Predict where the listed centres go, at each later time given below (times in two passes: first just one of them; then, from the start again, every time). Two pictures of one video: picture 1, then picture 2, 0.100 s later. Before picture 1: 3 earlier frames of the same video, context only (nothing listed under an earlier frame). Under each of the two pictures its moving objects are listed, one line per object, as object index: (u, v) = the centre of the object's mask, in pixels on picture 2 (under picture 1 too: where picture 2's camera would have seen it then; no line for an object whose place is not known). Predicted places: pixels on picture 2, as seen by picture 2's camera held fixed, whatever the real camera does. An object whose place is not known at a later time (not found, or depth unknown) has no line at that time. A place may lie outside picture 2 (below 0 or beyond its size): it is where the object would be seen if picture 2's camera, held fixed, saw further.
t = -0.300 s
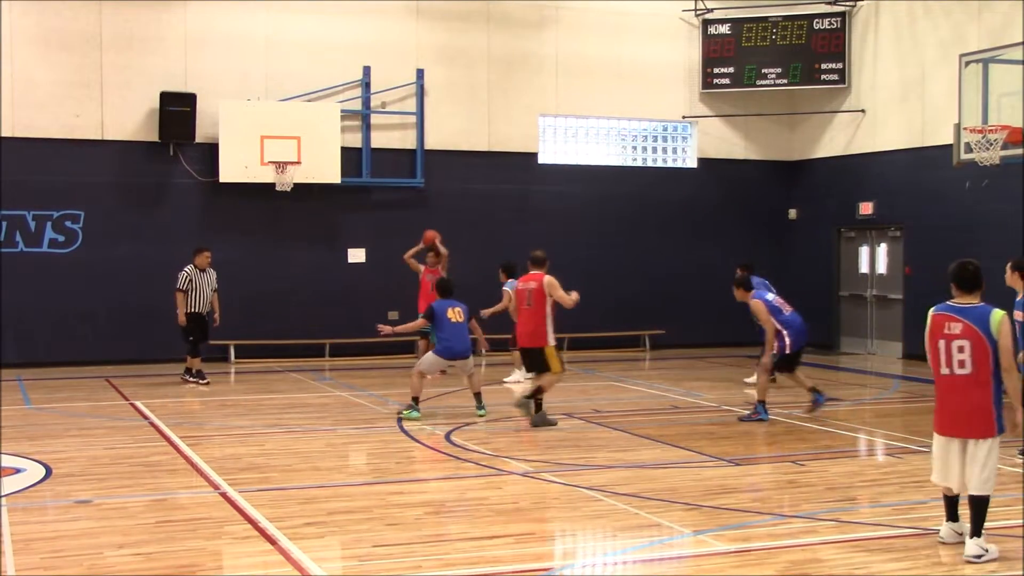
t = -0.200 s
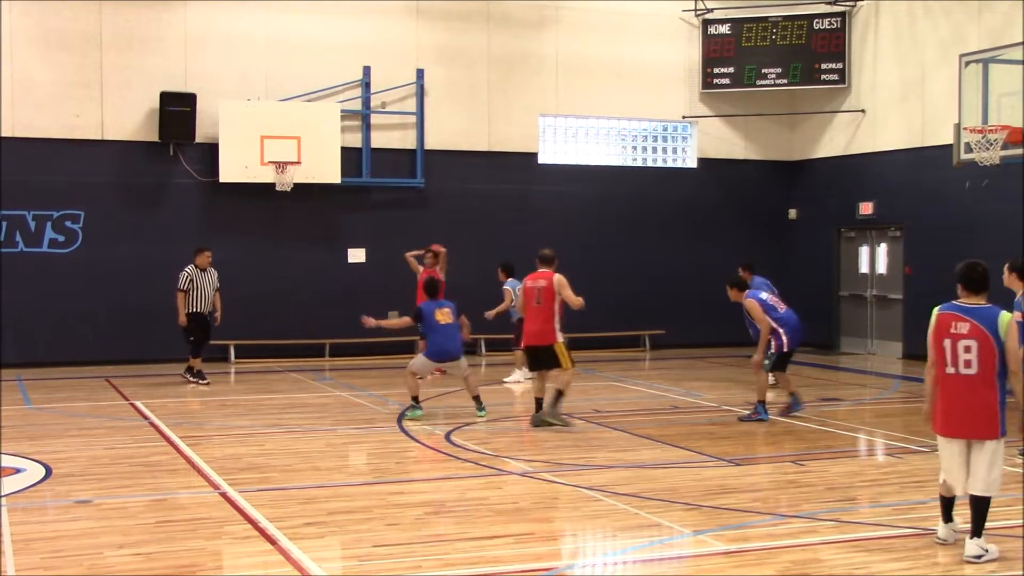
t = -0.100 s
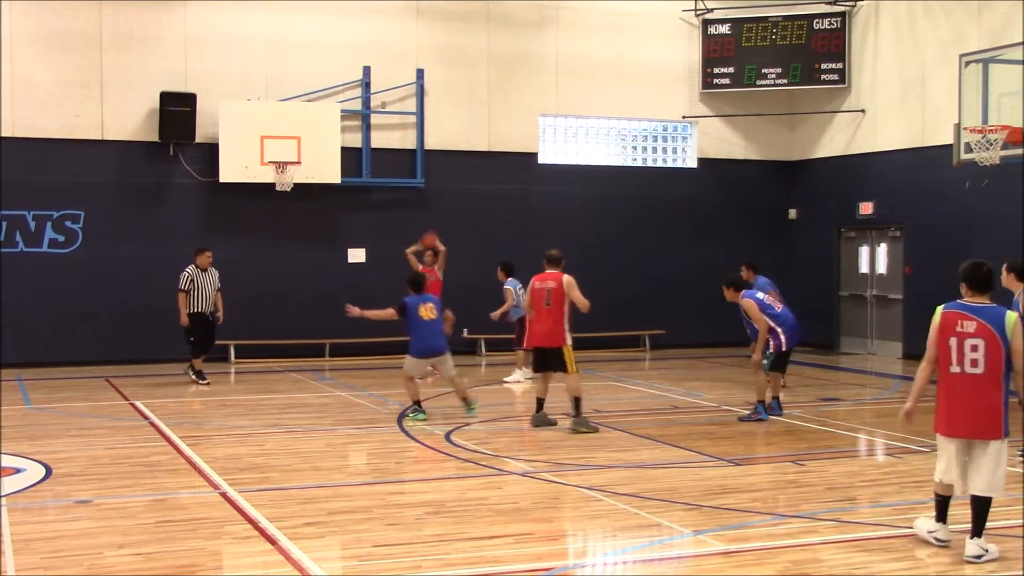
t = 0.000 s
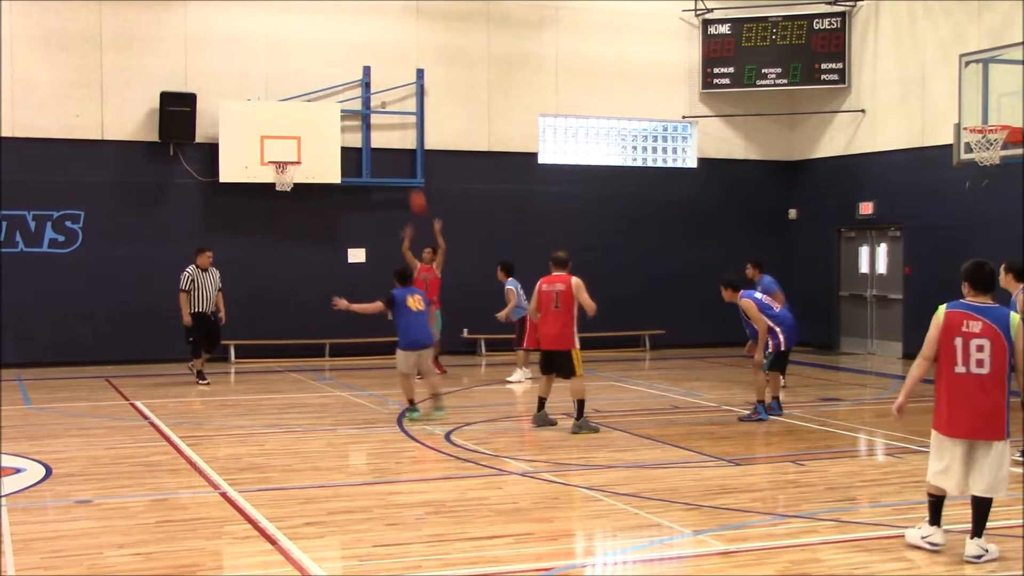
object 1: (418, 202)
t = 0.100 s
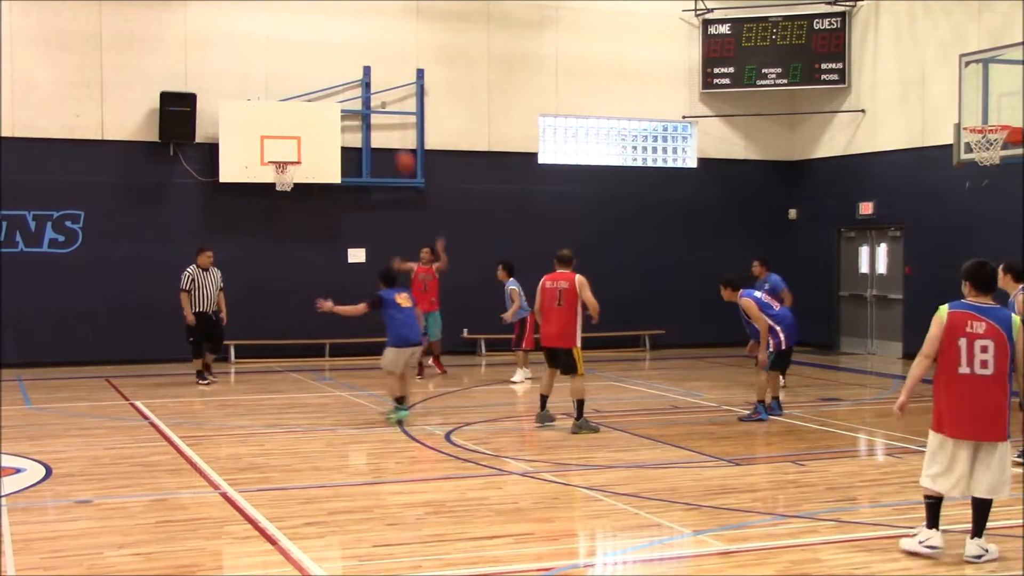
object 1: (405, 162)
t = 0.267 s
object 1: (384, 106)
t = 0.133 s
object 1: (401, 150)
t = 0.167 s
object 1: (397, 139)
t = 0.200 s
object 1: (392, 126)
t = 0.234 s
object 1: (388, 116)
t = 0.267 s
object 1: (384, 106)
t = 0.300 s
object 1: (380, 97)
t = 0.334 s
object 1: (375, 88)
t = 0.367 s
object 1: (371, 80)
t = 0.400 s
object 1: (367, 72)
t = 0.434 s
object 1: (363, 65)
